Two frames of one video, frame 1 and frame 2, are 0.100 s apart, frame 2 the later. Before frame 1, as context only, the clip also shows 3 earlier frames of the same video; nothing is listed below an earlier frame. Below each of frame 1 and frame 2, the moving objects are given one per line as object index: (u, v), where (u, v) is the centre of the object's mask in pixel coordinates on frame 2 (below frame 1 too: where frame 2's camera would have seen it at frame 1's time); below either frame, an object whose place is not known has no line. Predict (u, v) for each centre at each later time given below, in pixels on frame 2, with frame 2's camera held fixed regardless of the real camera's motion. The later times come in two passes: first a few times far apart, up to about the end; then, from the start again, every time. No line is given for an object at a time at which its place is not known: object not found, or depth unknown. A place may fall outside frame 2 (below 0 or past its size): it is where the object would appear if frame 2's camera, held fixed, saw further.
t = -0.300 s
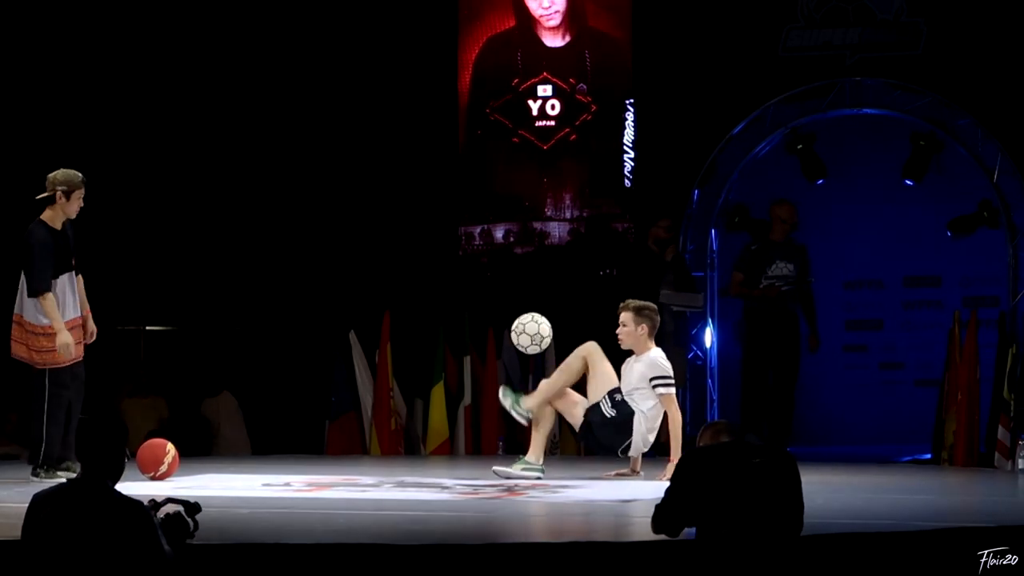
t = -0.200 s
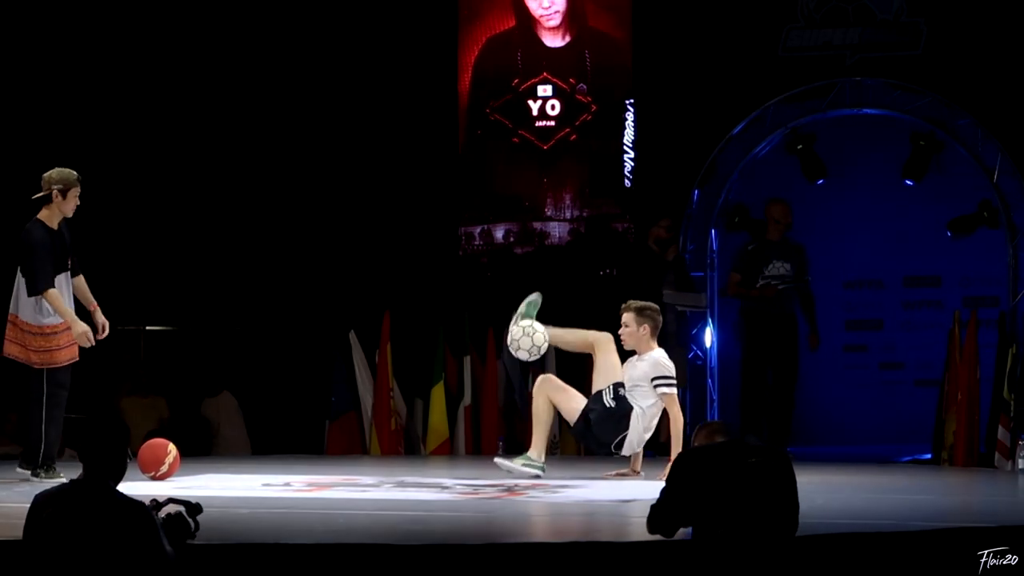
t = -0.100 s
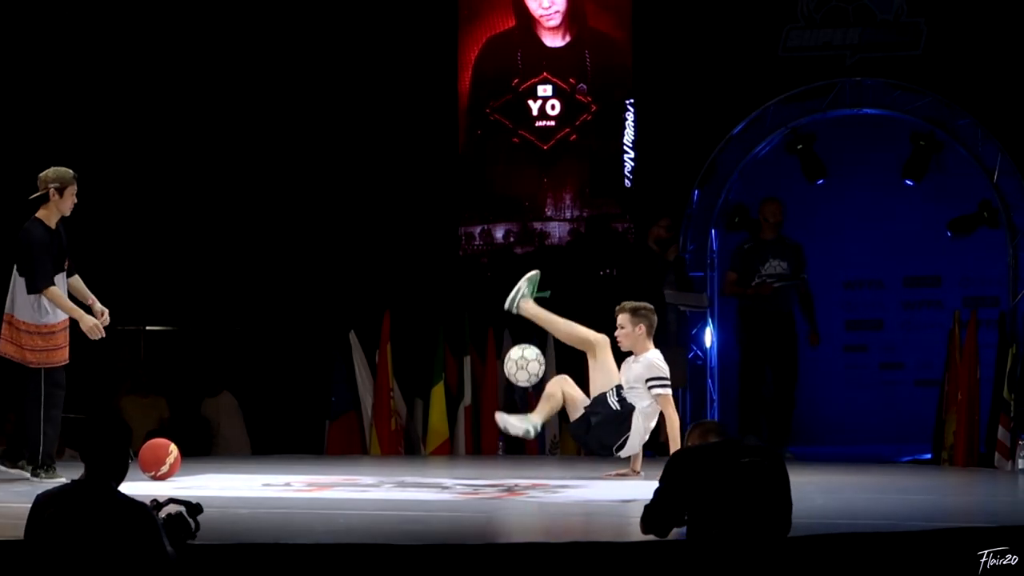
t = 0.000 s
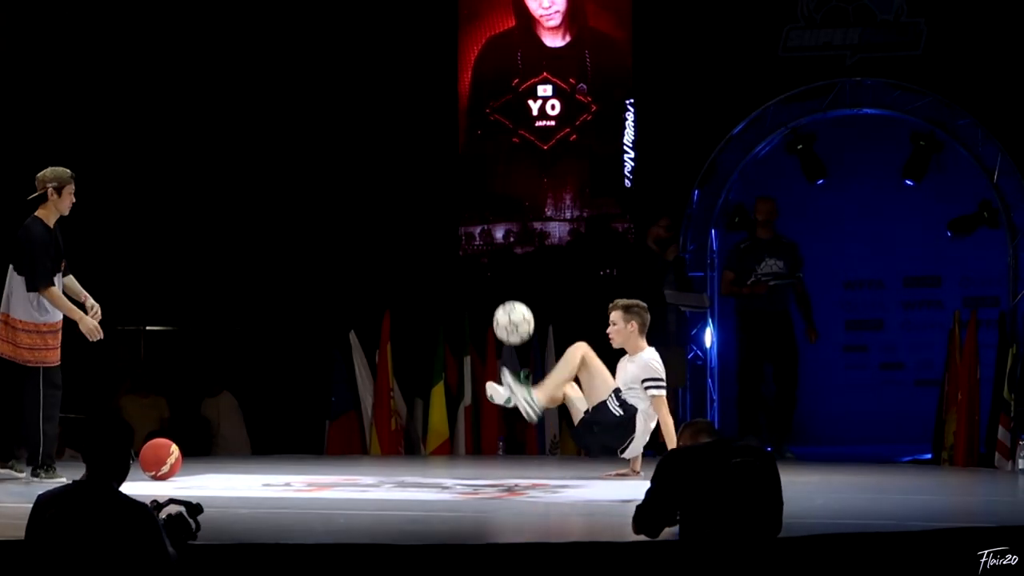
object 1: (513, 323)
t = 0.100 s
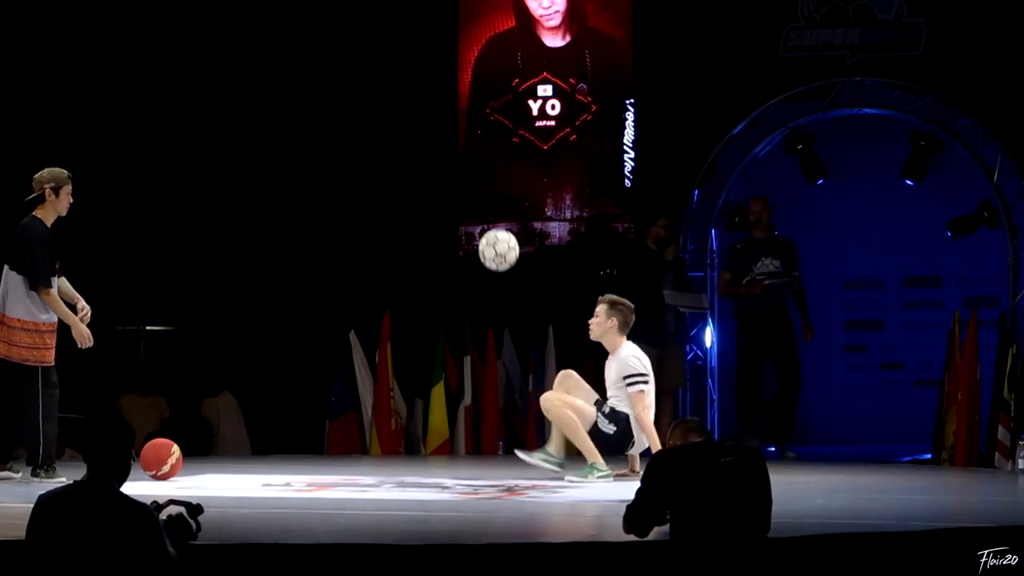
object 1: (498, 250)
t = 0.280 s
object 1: (472, 166)
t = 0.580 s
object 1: (430, 154)
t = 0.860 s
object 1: (393, 283)
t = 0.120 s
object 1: (496, 238)
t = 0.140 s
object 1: (493, 226)
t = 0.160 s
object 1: (490, 215)
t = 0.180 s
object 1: (487, 205)
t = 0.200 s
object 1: (484, 196)
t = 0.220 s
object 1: (481, 187)
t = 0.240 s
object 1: (478, 179)
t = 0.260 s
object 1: (475, 172)
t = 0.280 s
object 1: (472, 166)
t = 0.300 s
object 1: (469, 160)
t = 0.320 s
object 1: (466, 155)
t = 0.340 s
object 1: (464, 150)
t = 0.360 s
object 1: (461, 147)
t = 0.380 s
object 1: (458, 144)
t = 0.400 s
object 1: (455, 142)
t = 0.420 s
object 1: (452, 141)
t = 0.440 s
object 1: (449, 140)
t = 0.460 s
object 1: (447, 140)
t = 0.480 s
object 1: (444, 141)
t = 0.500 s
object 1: (441, 142)
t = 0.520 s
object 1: (438, 144)
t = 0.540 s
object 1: (436, 147)
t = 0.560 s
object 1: (433, 150)
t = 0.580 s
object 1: (430, 154)
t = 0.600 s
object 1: (427, 159)
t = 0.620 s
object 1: (425, 165)
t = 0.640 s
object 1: (422, 171)
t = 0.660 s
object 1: (419, 178)
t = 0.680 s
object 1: (417, 185)
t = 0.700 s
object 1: (414, 193)
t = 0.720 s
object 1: (411, 202)
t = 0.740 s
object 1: (409, 212)
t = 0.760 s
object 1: (406, 222)
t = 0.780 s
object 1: (403, 233)
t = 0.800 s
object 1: (401, 244)
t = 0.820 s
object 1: (398, 256)
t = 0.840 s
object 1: (396, 269)
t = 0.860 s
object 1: (393, 283)
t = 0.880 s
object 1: (391, 297)
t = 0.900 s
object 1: (389, 311)
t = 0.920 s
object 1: (386, 326)
